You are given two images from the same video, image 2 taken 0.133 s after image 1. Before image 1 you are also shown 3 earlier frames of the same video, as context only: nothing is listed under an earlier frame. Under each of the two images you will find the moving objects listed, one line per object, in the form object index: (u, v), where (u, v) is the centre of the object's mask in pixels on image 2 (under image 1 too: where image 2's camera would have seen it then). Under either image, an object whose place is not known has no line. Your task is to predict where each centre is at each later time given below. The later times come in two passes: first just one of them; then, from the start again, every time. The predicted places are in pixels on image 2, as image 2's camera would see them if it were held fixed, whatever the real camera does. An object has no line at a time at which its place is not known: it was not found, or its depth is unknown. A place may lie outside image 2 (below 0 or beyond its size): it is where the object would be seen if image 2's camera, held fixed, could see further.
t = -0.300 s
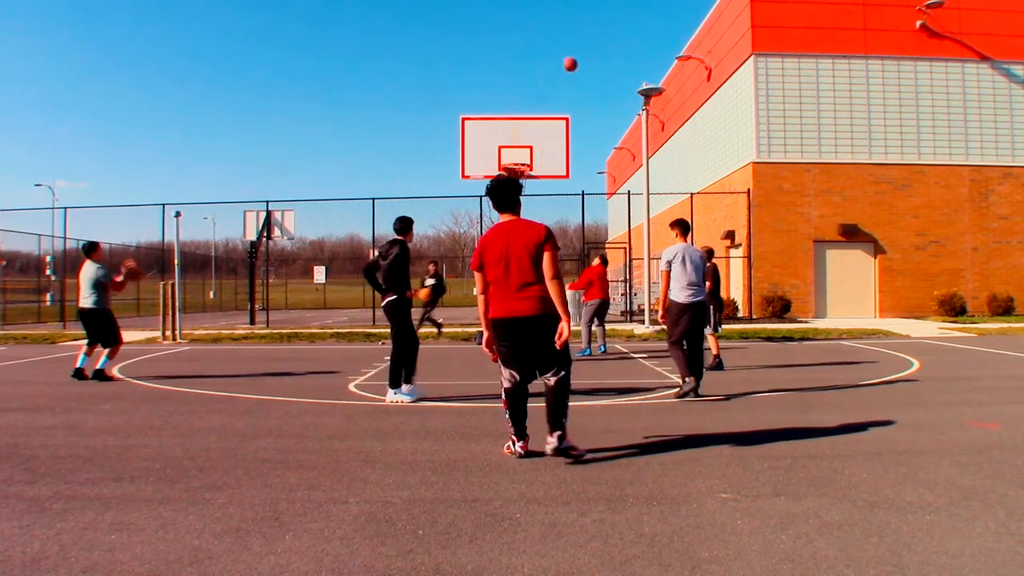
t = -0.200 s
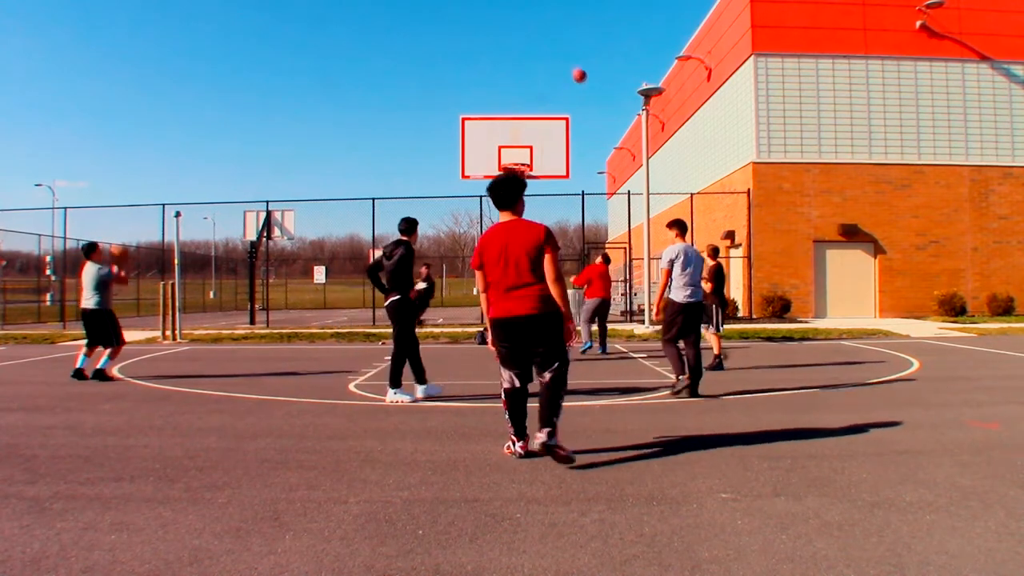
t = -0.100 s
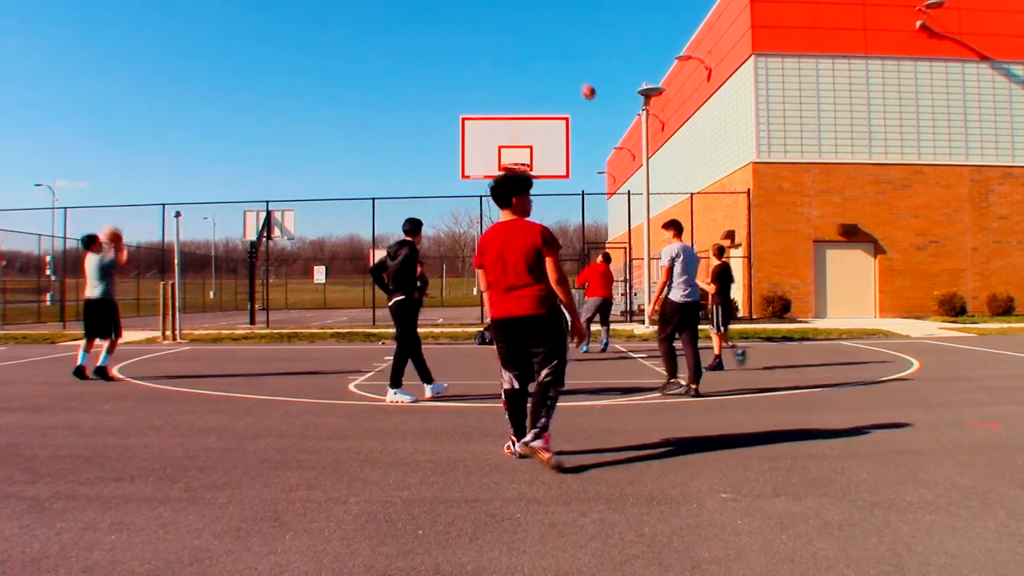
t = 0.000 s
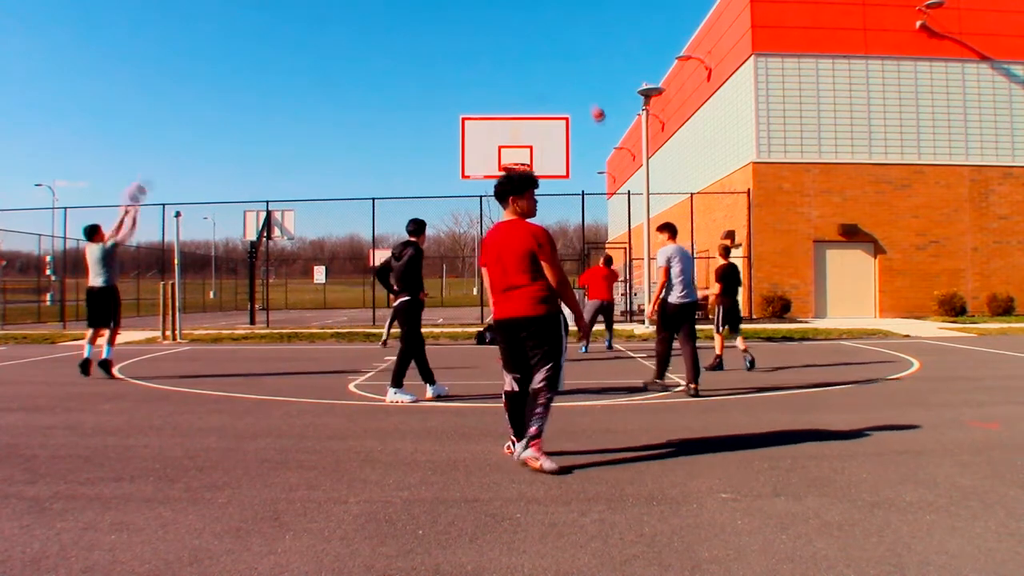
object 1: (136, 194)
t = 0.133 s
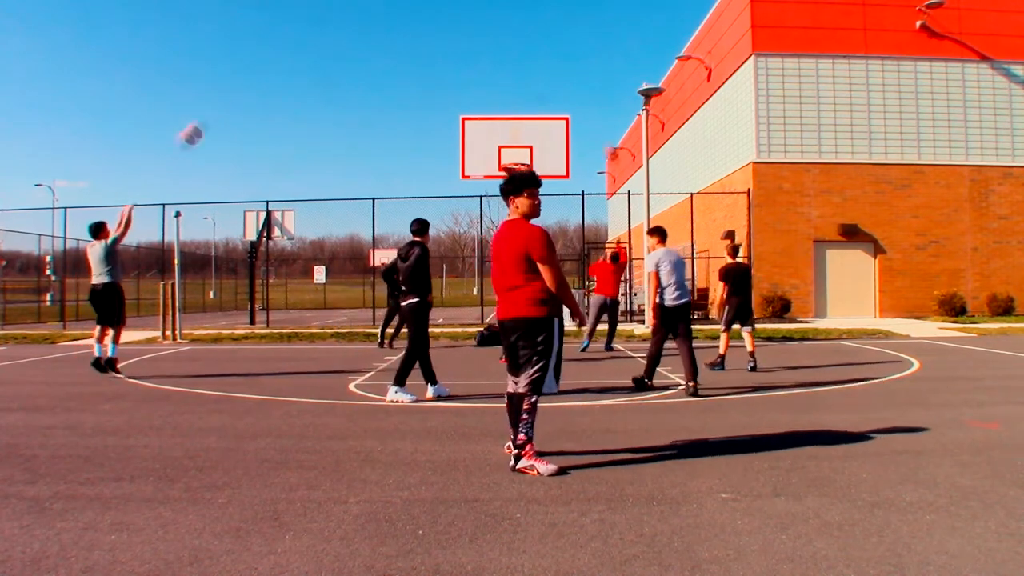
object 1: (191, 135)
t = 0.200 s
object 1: (217, 112)
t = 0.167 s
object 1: (204, 123)
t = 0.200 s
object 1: (217, 112)
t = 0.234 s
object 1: (229, 102)
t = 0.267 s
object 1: (242, 93)
